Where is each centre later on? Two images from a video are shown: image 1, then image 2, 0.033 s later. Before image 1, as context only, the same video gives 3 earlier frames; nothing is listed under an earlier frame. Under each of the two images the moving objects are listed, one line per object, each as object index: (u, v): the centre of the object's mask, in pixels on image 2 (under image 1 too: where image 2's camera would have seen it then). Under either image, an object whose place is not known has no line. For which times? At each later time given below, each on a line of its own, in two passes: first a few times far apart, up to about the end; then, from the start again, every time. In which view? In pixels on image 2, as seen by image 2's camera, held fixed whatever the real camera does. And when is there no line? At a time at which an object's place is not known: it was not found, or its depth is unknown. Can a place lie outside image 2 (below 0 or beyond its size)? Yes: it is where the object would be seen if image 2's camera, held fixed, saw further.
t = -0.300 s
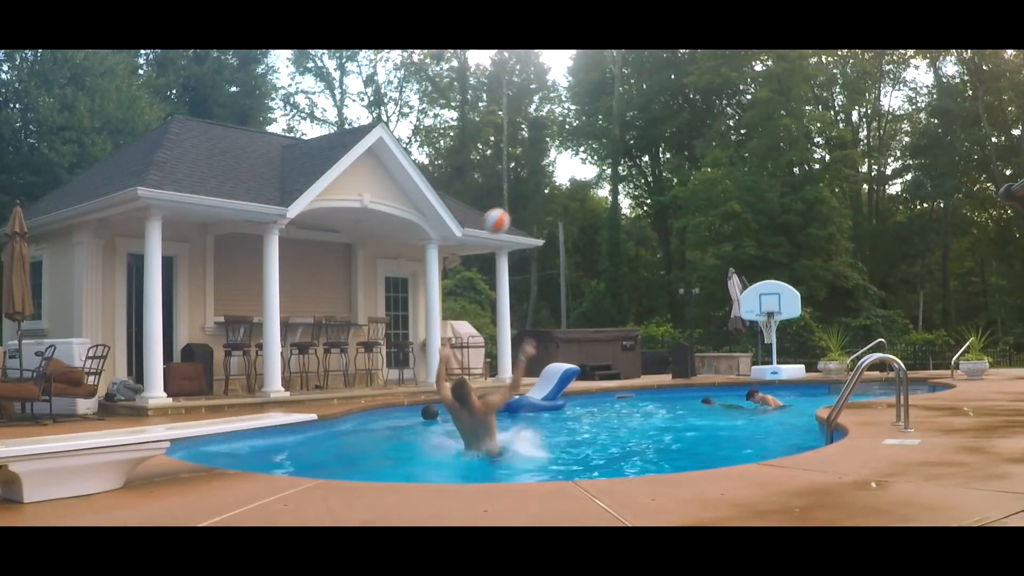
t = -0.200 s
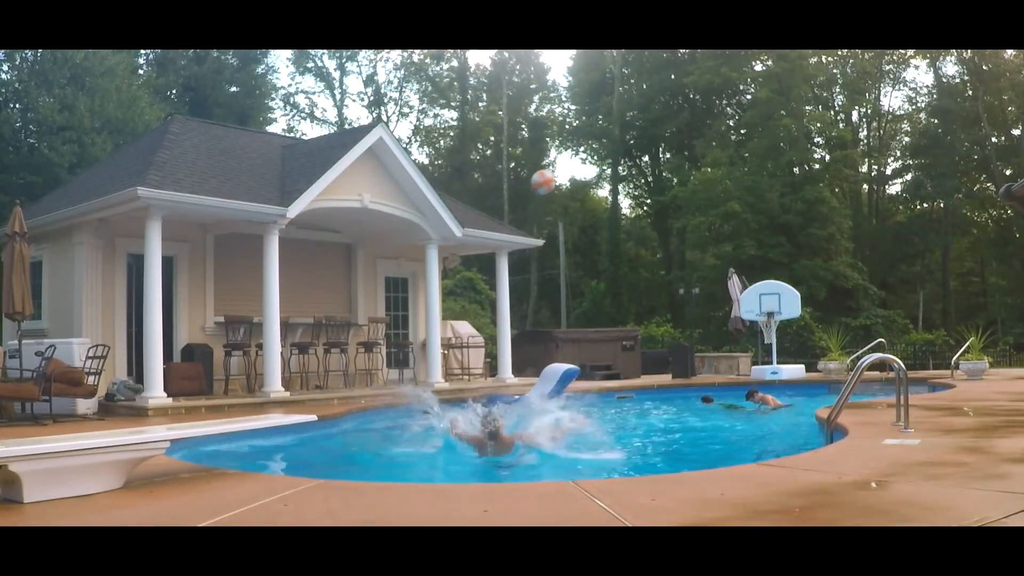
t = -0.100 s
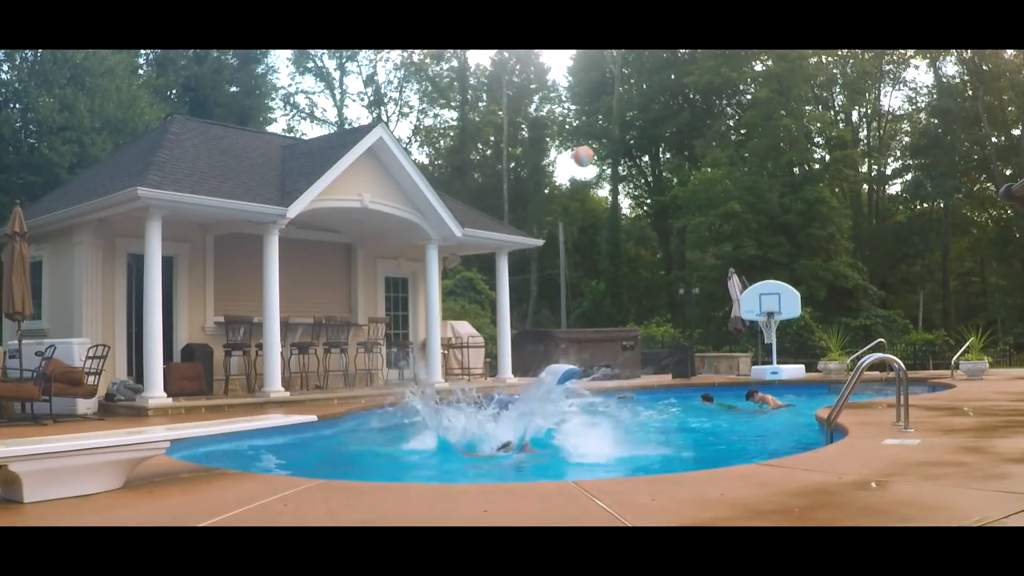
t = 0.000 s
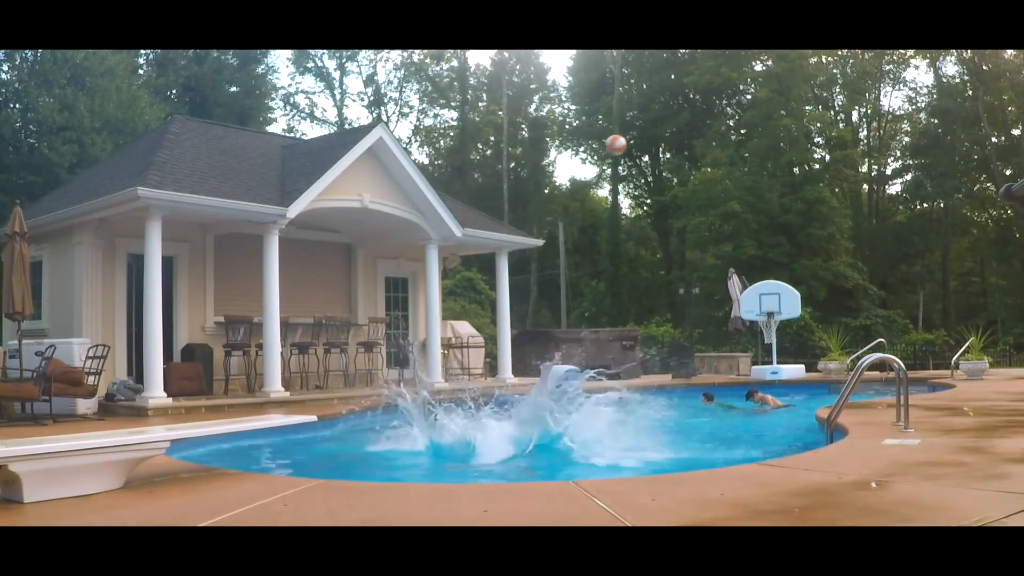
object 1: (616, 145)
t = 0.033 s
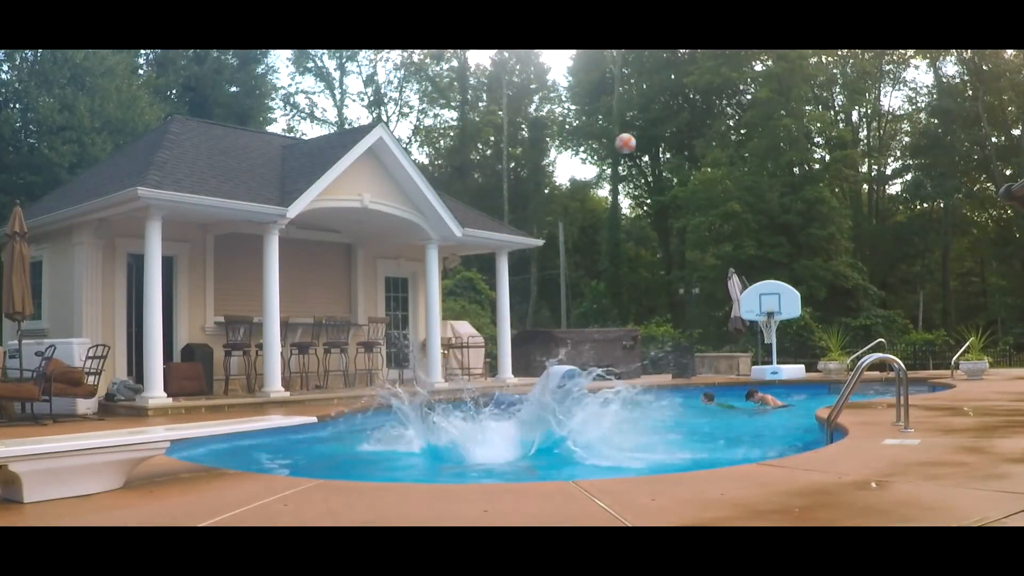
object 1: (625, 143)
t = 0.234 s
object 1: (674, 152)
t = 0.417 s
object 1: (708, 182)
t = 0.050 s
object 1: (630, 143)
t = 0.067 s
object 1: (635, 142)
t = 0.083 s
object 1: (639, 142)
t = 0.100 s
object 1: (643, 143)
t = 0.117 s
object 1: (648, 143)
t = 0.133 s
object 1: (652, 144)
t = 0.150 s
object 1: (655, 145)
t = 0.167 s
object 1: (659, 145)
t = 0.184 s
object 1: (663, 147)
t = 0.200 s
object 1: (667, 148)
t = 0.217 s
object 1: (671, 150)
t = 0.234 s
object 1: (674, 152)
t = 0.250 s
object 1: (678, 154)
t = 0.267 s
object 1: (681, 156)
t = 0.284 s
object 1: (684, 158)
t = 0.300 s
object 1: (688, 161)
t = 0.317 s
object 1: (691, 163)
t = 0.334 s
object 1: (694, 166)
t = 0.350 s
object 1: (696, 169)
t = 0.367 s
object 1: (700, 172)
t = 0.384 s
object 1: (703, 175)
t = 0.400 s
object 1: (705, 178)
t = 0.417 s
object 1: (708, 182)
